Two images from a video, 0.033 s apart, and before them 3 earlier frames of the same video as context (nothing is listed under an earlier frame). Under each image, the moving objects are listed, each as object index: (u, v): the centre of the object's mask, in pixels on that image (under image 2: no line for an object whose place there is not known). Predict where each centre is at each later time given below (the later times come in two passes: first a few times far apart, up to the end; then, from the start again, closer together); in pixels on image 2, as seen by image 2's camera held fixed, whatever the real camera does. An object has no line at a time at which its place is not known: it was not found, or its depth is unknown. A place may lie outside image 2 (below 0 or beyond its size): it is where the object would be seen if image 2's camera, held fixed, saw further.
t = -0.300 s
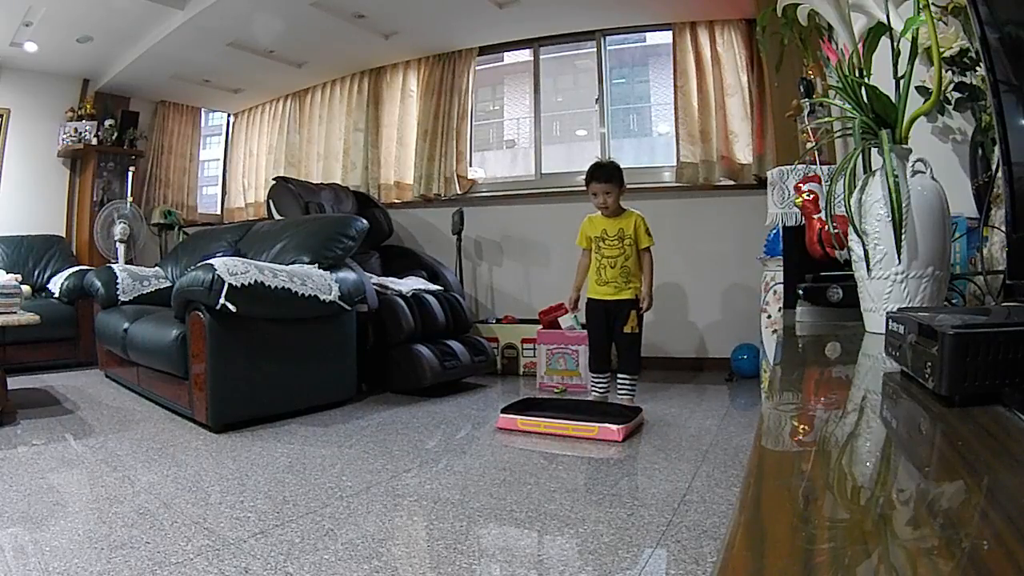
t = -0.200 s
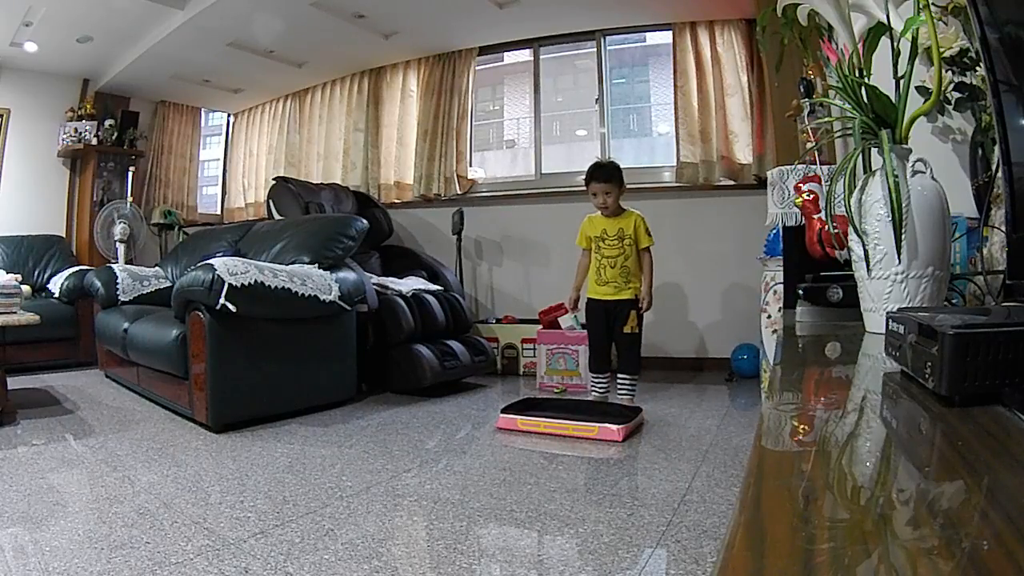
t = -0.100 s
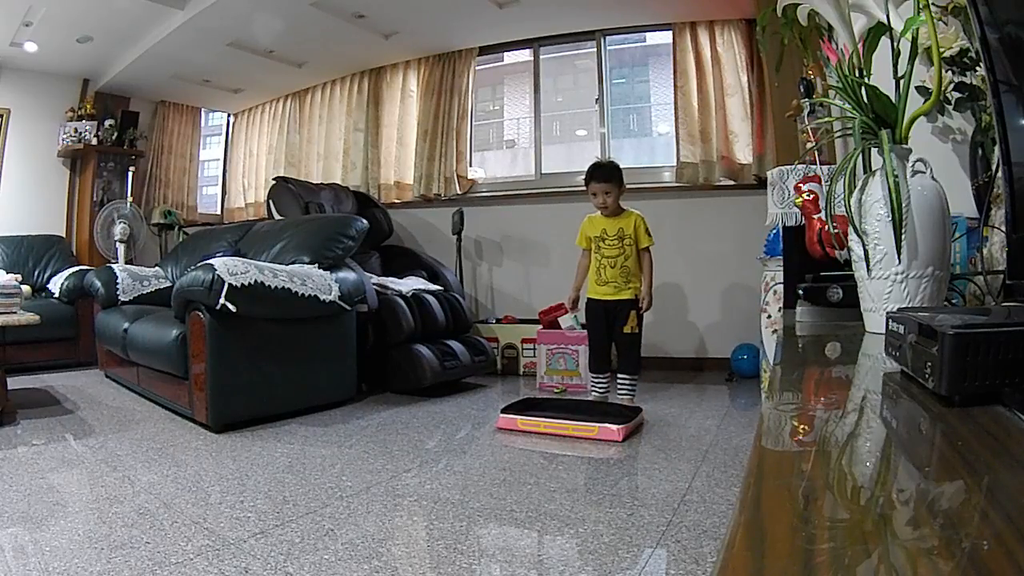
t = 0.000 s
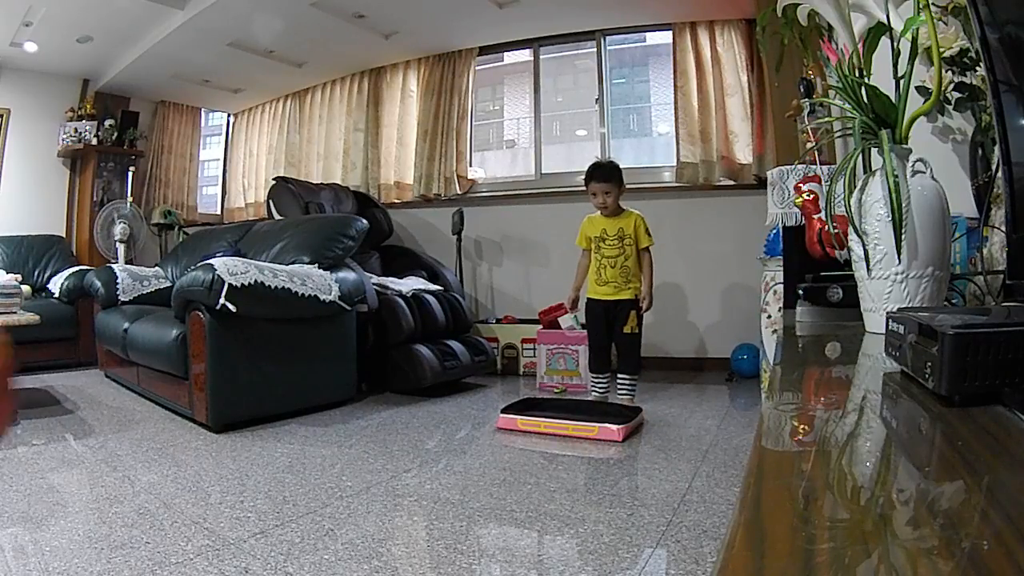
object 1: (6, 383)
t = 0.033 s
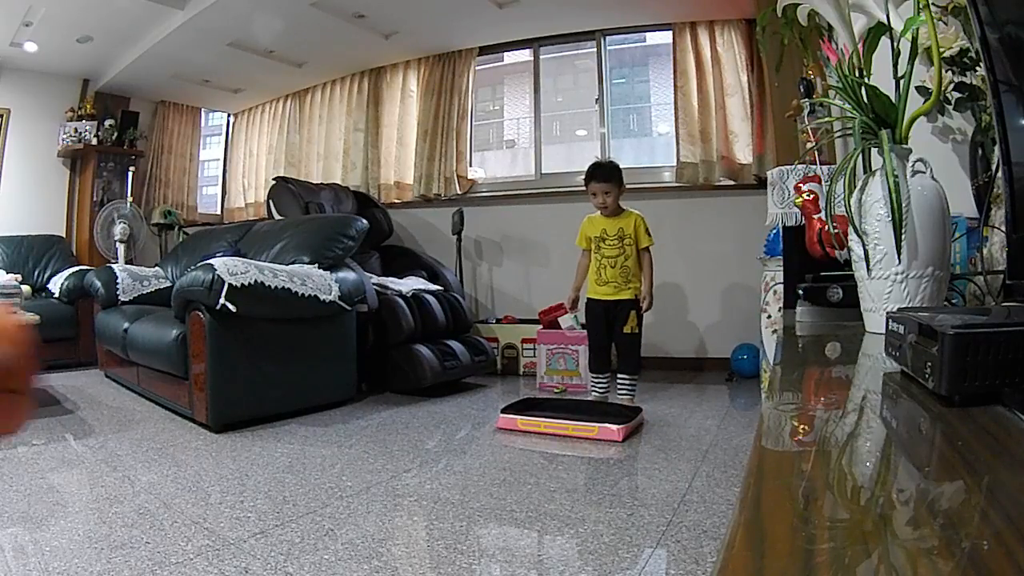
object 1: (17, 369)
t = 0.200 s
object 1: (118, 414)
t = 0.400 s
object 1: (273, 502)
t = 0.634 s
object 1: (382, 390)
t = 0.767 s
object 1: (439, 438)
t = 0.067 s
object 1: (30, 364)
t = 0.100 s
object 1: (43, 366)
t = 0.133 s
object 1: (63, 375)
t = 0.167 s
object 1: (89, 390)
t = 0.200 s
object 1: (118, 414)
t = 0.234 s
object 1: (147, 442)
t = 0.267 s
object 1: (177, 477)
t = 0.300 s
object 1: (207, 512)
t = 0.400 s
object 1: (273, 502)
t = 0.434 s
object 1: (288, 468)
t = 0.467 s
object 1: (304, 439)
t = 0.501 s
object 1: (320, 418)
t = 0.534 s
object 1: (335, 403)
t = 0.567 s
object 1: (351, 393)
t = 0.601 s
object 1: (367, 389)
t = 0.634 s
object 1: (382, 390)
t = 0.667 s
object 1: (397, 395)
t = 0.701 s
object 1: (410, 404)
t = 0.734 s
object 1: (424, 418)
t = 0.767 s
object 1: (439, 438)
